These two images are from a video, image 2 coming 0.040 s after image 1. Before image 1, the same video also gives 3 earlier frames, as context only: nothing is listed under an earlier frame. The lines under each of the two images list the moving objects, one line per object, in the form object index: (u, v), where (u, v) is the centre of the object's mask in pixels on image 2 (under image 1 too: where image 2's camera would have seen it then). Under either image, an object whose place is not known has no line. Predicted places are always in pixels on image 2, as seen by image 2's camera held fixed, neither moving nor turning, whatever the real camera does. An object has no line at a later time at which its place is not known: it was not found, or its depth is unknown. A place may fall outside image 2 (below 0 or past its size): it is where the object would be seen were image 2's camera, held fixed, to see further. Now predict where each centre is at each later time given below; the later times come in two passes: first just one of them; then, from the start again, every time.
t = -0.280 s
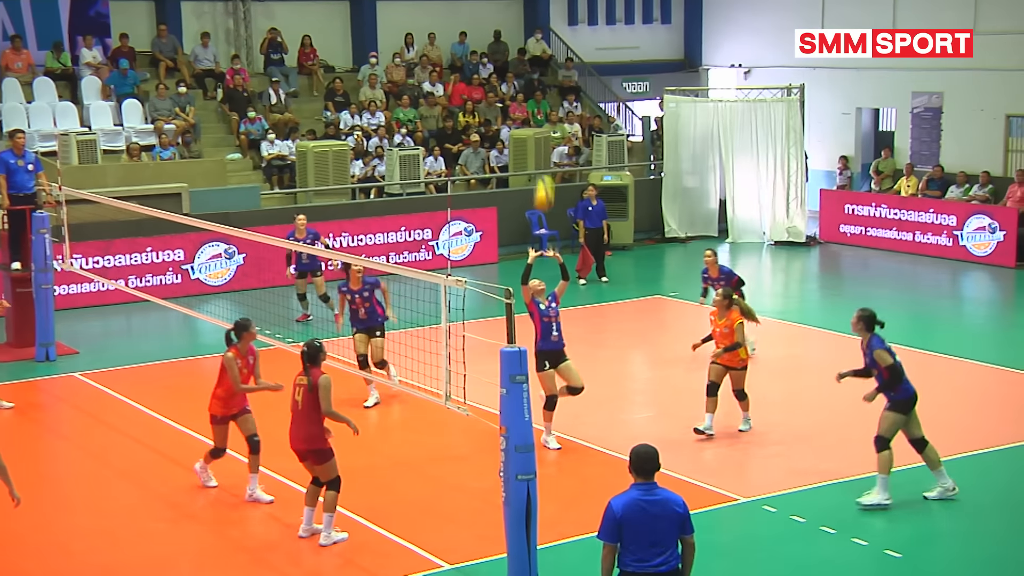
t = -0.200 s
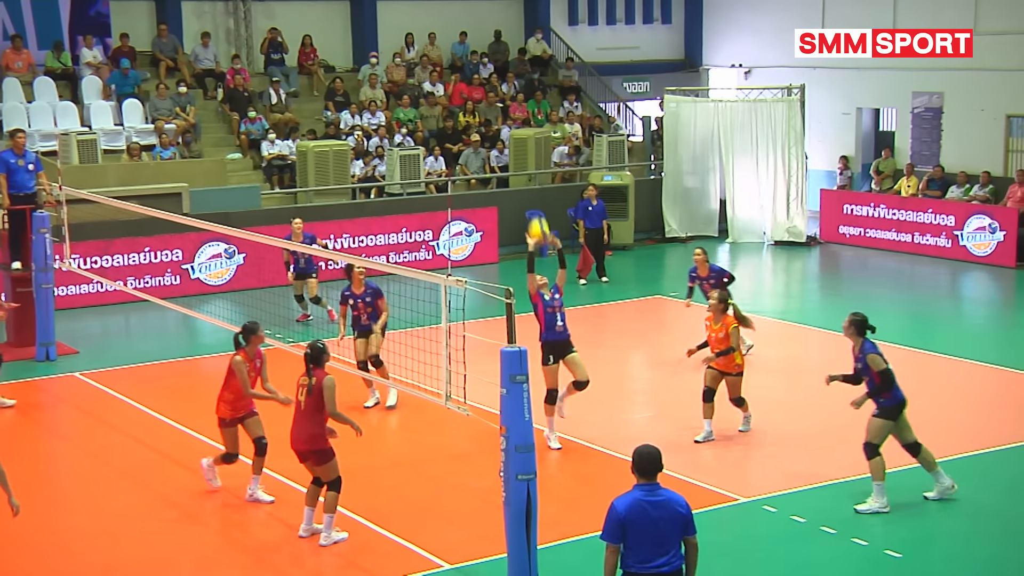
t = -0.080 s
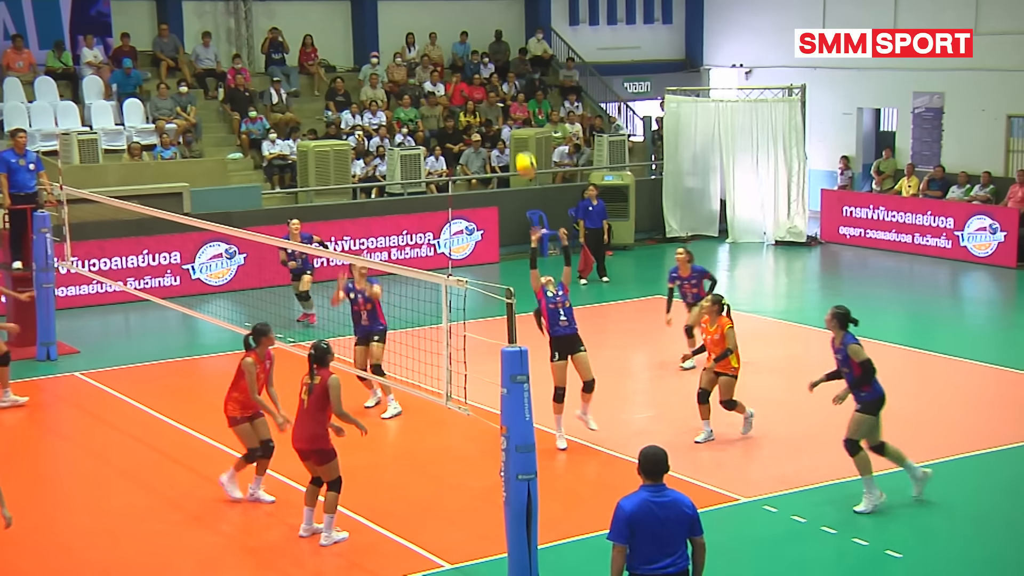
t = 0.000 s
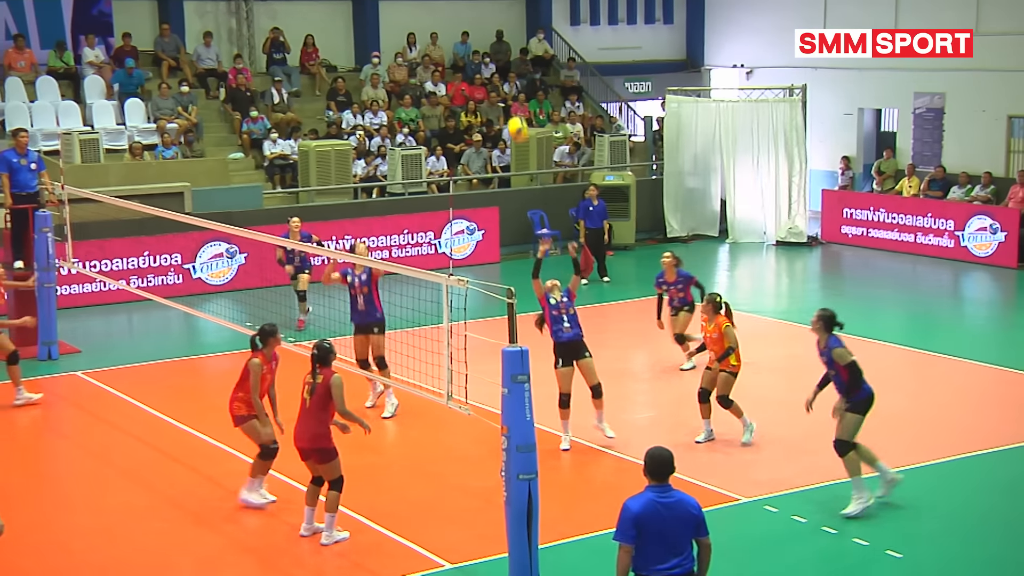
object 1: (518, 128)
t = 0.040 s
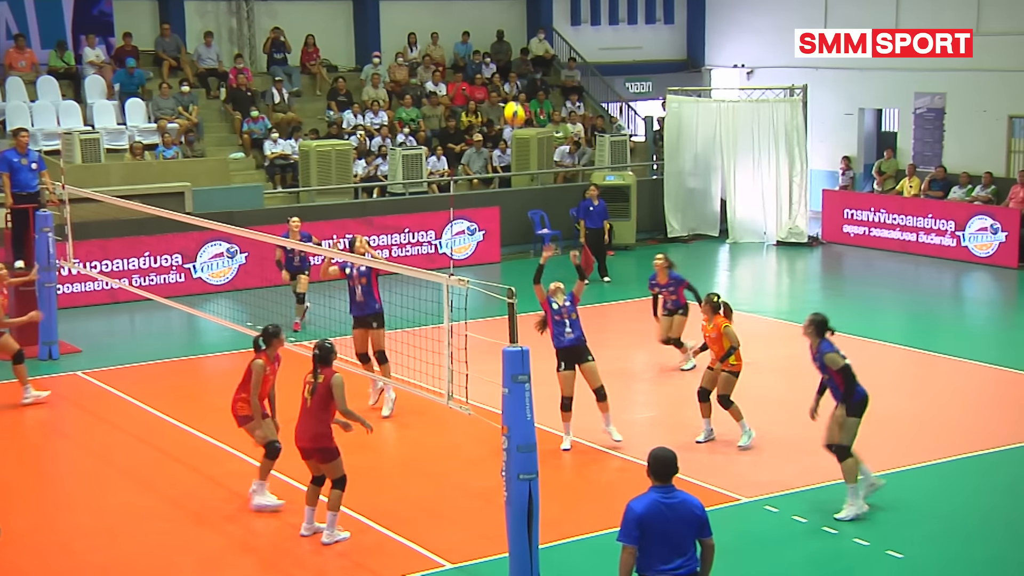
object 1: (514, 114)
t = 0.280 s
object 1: (491, 59)
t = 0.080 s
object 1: (510, 99)
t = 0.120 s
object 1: (506, 86)
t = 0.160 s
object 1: (502, 77)
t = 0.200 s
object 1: (498, 71)
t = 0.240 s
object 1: (494, 65)
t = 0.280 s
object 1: (491, 59)
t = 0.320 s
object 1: (487, 56)
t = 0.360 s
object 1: (484, 54)
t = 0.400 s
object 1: (480, 54)
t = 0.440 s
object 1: (478, 56)
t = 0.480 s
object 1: (474, 59)
